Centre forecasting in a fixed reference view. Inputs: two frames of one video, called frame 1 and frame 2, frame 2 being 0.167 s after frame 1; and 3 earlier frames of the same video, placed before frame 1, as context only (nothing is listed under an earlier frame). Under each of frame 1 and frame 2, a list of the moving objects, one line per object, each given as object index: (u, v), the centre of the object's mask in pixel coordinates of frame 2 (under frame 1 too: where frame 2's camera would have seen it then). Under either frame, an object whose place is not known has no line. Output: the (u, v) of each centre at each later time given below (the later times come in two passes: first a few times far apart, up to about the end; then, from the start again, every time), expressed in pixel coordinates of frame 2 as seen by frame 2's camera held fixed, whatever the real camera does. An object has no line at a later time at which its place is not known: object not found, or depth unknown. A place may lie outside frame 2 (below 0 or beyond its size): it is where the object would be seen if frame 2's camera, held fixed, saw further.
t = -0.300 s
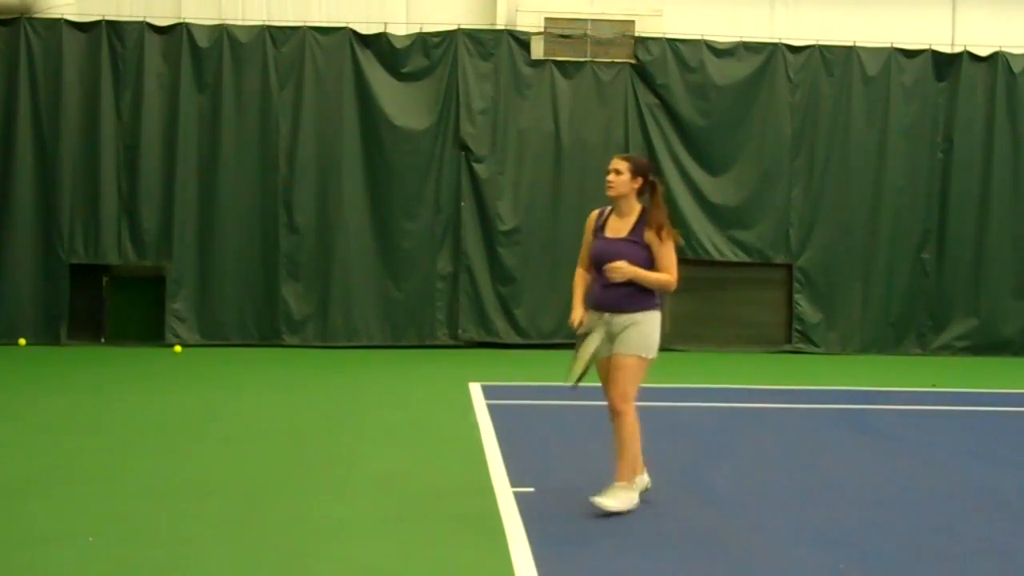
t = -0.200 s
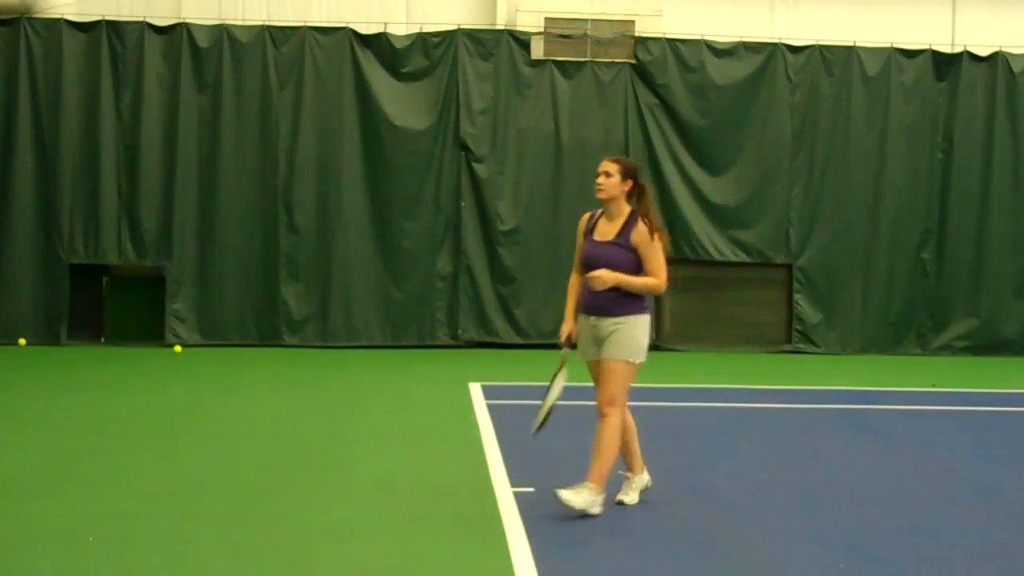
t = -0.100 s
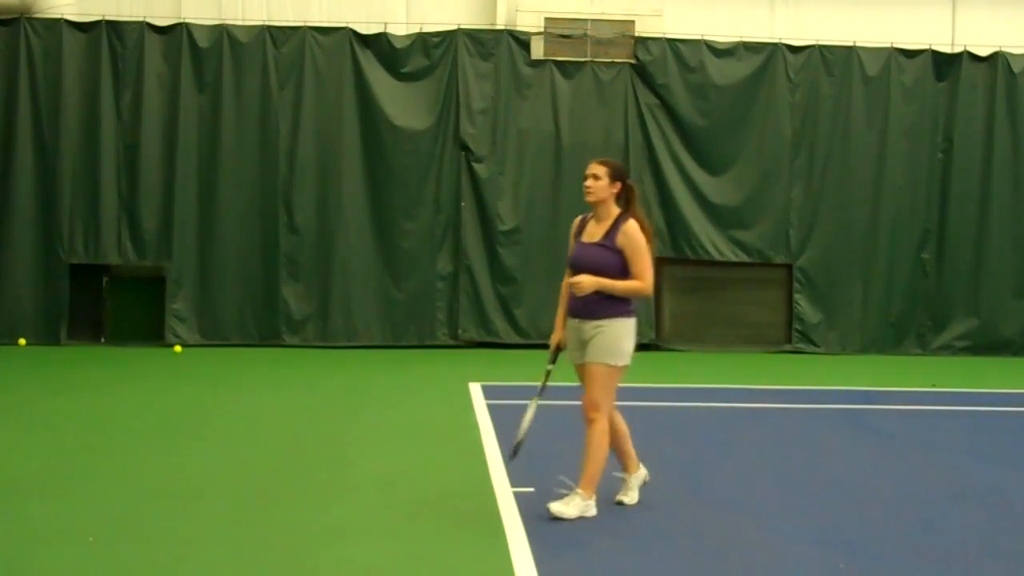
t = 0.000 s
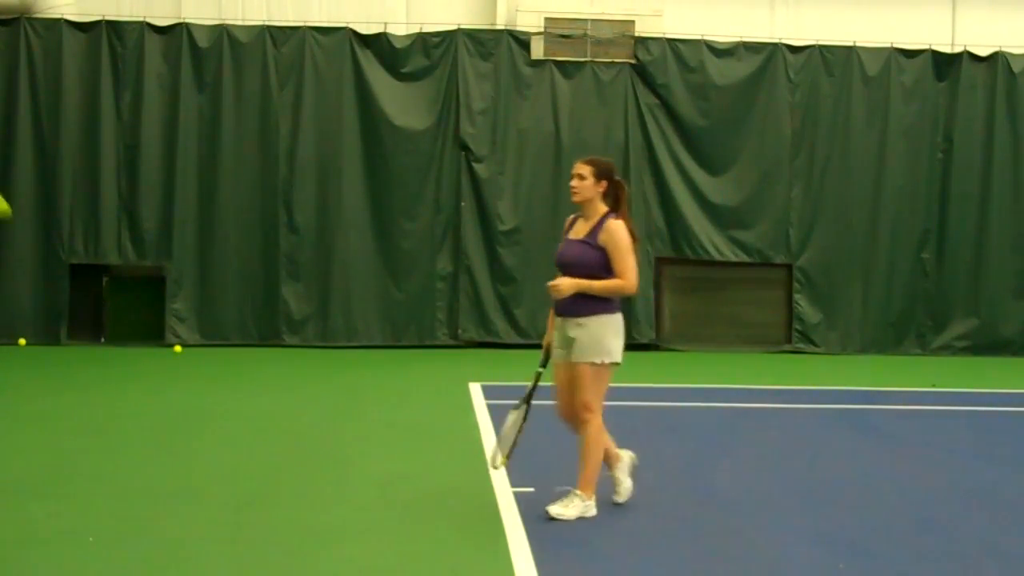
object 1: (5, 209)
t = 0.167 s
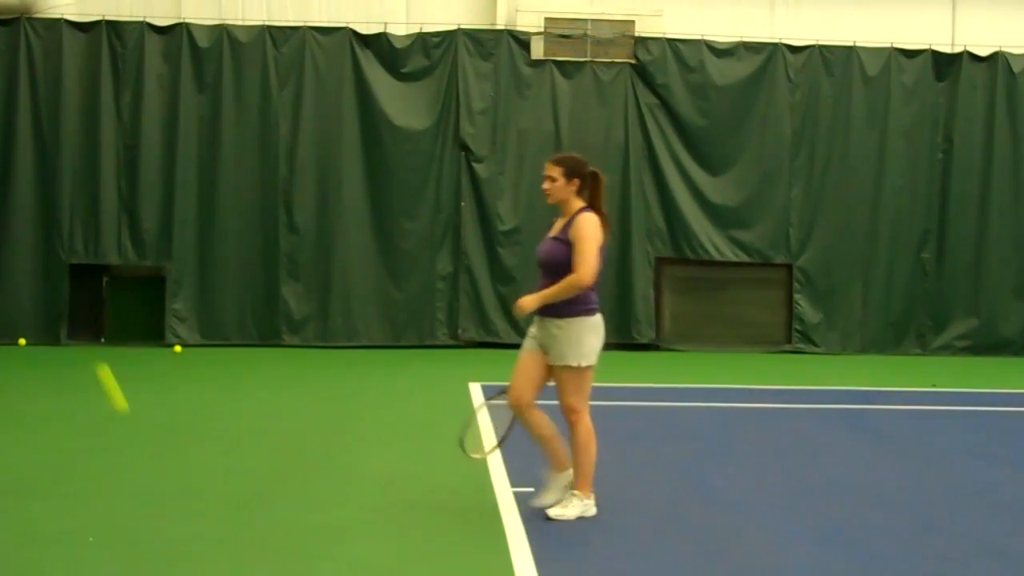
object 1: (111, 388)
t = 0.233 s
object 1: (156, 481)
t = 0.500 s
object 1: (280, 335)
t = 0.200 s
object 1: (134, 433)
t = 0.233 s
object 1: (156, 481)
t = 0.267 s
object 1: (176, 525)
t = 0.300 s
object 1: (193, 509)
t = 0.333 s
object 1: (208, 473)
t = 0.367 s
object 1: (223, 440)
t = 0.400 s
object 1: (237, 409)
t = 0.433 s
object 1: (251, 381)
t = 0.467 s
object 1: (266, 357)
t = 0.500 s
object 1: (280, 335)
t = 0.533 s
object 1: (292, 316)
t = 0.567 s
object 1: (305, 299)
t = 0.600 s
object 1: (319, 285)
